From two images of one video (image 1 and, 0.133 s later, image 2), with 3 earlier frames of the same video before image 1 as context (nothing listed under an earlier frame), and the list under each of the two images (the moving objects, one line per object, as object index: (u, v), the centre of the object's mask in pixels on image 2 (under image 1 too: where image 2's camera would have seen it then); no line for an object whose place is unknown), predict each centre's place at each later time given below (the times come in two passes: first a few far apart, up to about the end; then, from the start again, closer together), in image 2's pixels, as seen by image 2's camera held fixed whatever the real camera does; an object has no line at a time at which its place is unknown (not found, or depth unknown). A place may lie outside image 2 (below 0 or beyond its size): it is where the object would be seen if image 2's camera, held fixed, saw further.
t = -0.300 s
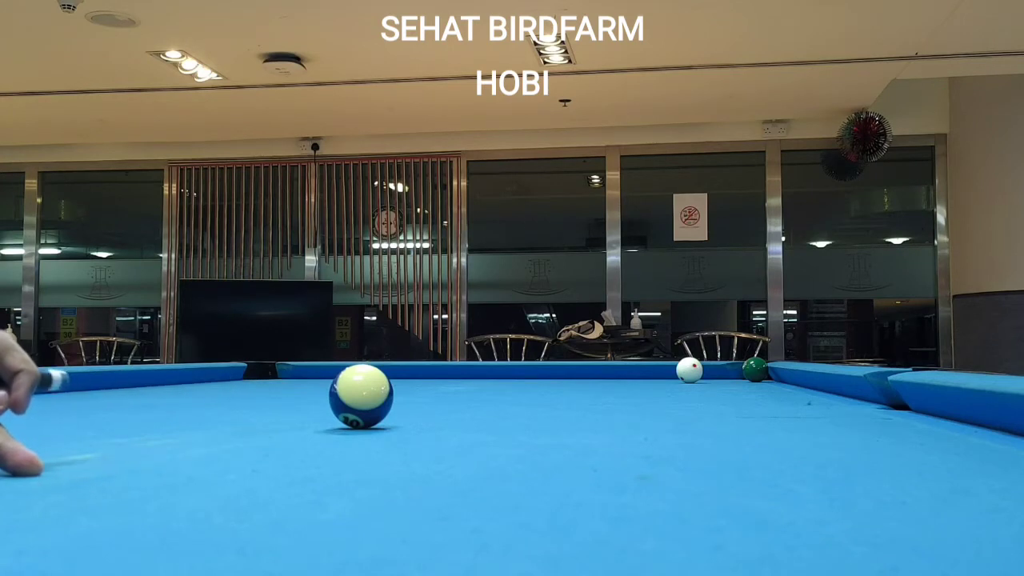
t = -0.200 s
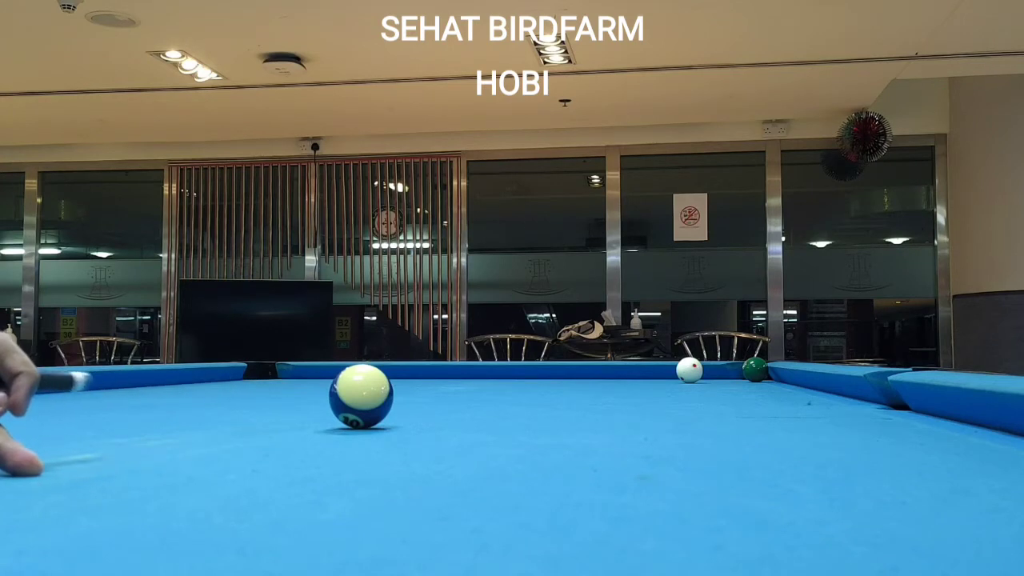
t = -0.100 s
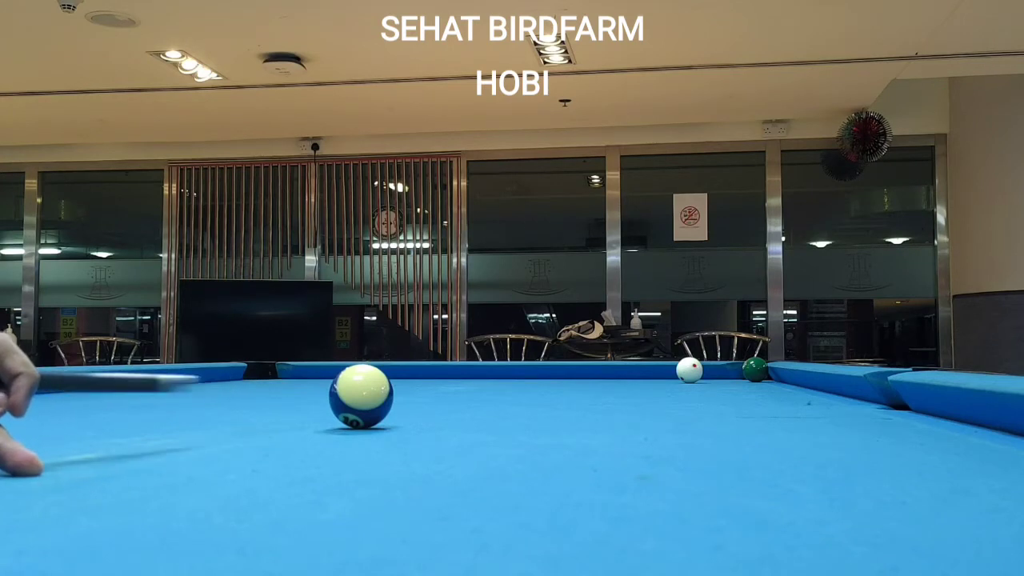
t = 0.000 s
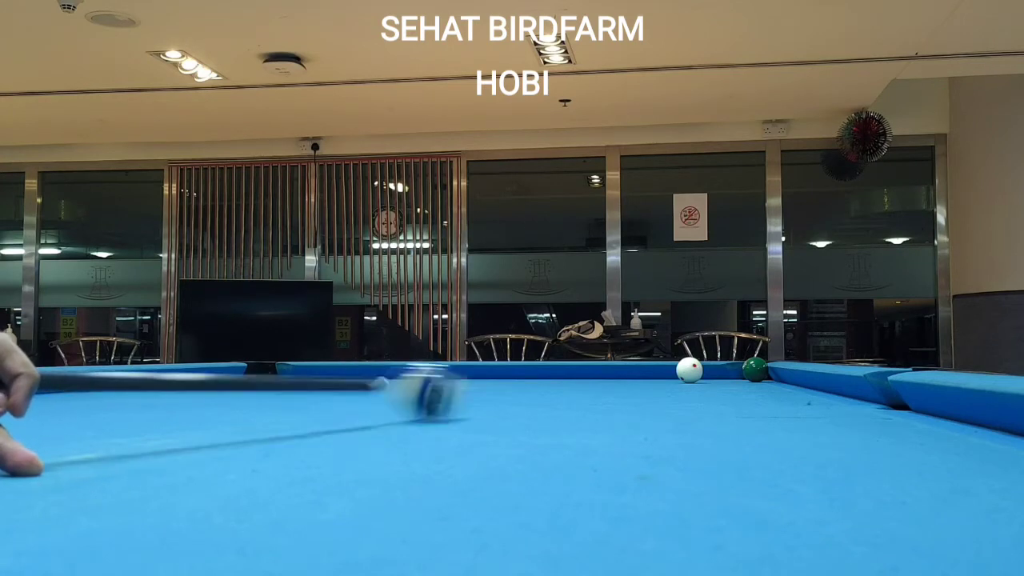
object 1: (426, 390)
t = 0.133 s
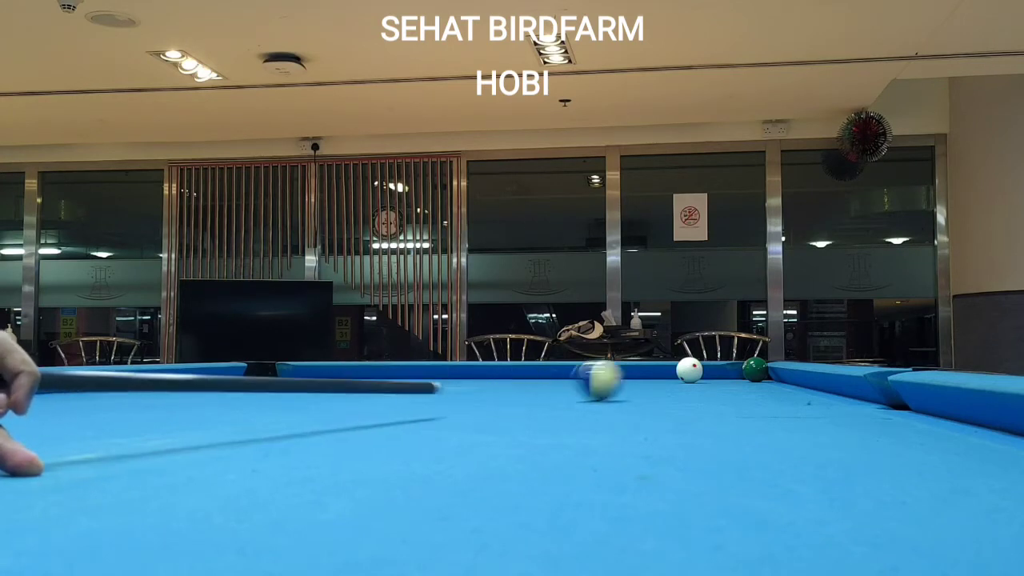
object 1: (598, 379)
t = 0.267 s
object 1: (690, 374)
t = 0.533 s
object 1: (727, 369)
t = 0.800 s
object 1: (656, 368)
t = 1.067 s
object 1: (592, 369)
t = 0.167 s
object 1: (626, 378)
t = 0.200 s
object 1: (651, 376)
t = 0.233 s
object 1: (669, 376)
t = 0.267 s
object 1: (690, 374)
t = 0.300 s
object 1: (710, 373)
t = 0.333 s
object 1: (725, 372)
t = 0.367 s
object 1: (737, 371)
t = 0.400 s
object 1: (753, 370)
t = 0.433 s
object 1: (756, 370)
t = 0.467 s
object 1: (749, 370)
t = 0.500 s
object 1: (737, 370)
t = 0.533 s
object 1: (727, 369)
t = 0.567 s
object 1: (716, 369)
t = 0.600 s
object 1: (709, 369)
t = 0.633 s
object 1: (705, 366)
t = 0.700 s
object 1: (674, 368)
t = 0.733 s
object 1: (668, 369)
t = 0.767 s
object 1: (664, 368)
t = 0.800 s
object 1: (656, 368)
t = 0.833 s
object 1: (648, 369)
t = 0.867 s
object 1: (640, 368)
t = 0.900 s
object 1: (632, 368)
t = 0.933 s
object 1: (625, 368)
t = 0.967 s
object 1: (619, 370)
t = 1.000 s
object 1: (609, 369)
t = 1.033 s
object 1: (600, 369)
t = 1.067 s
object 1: (592, 369)
